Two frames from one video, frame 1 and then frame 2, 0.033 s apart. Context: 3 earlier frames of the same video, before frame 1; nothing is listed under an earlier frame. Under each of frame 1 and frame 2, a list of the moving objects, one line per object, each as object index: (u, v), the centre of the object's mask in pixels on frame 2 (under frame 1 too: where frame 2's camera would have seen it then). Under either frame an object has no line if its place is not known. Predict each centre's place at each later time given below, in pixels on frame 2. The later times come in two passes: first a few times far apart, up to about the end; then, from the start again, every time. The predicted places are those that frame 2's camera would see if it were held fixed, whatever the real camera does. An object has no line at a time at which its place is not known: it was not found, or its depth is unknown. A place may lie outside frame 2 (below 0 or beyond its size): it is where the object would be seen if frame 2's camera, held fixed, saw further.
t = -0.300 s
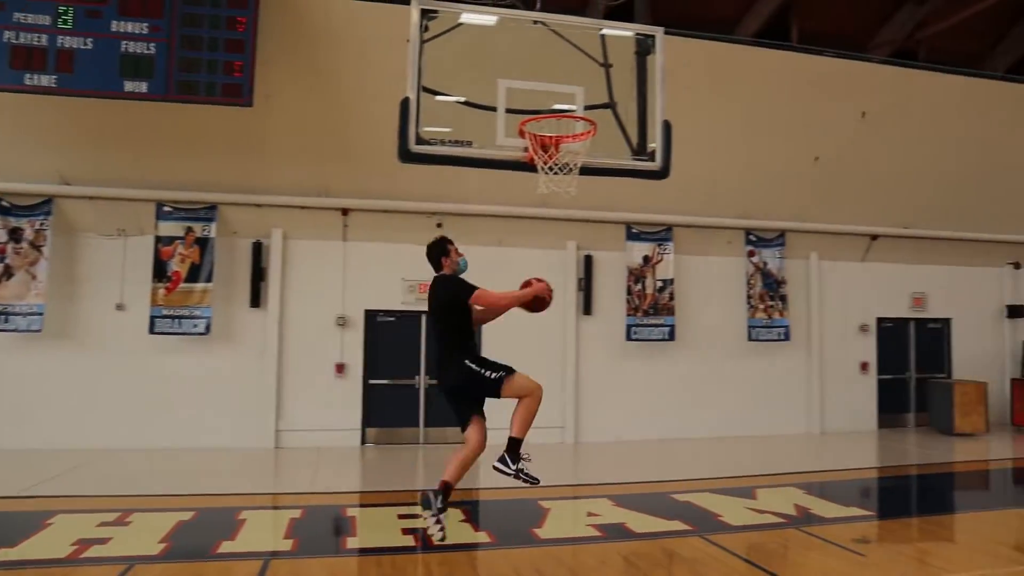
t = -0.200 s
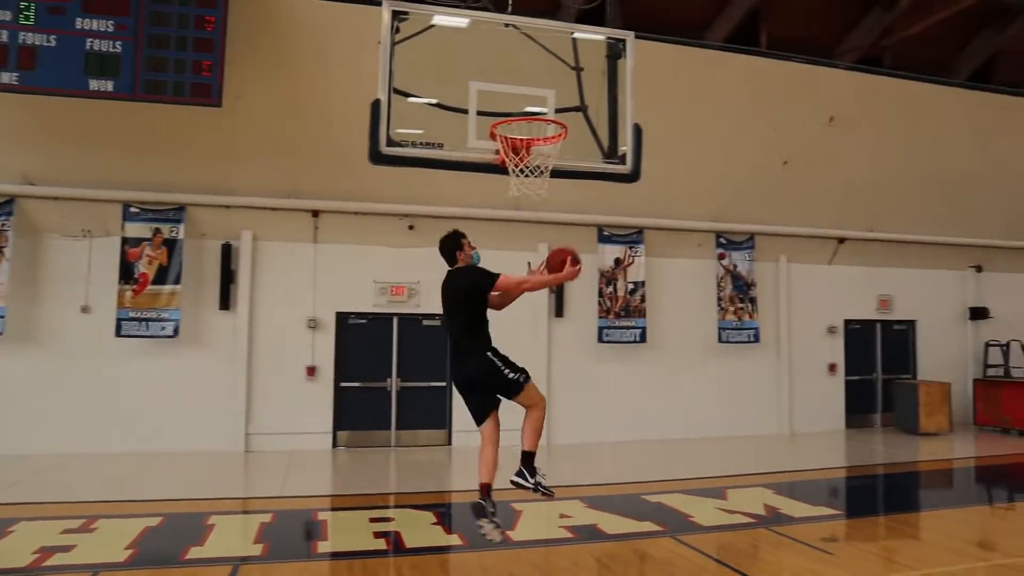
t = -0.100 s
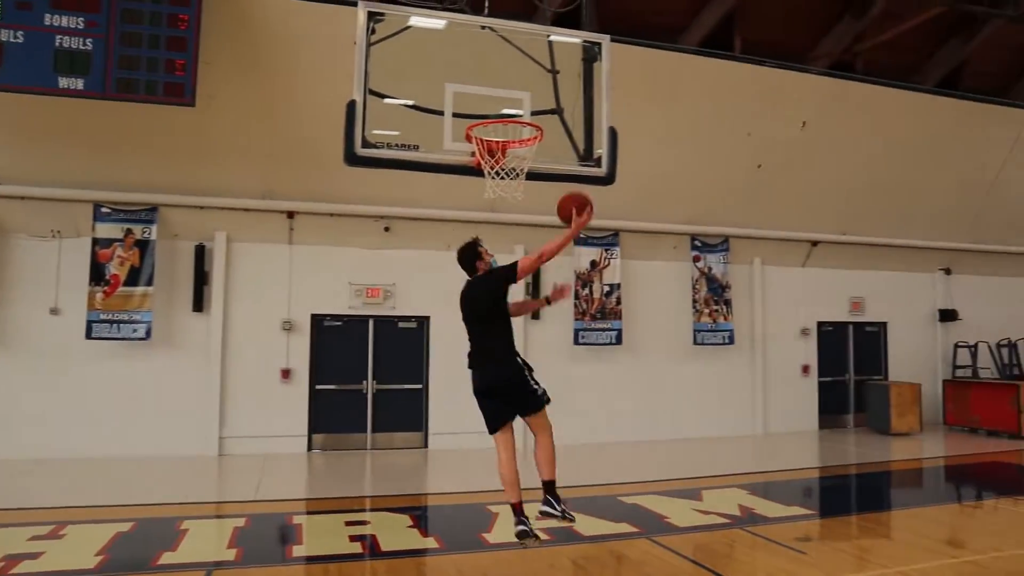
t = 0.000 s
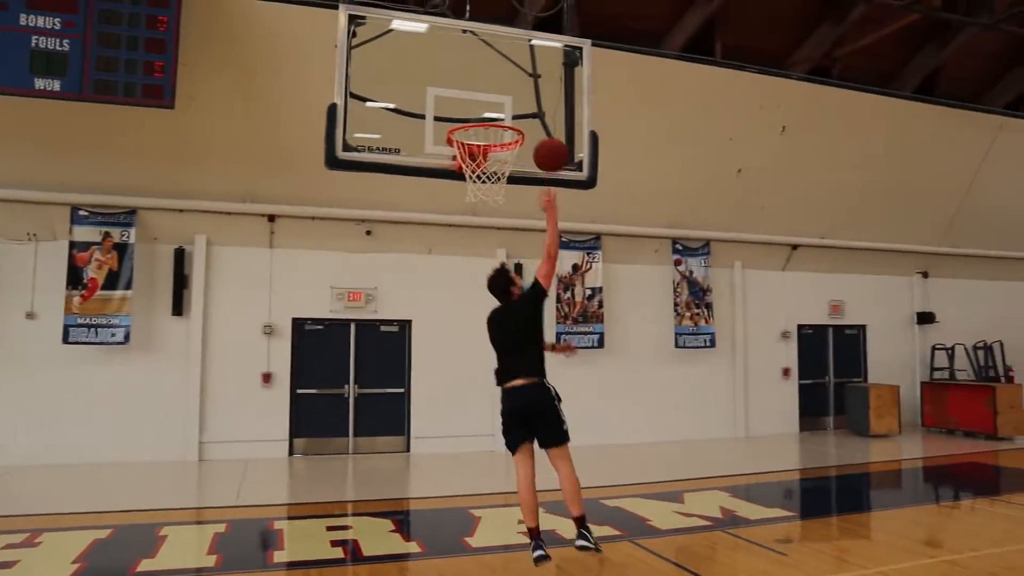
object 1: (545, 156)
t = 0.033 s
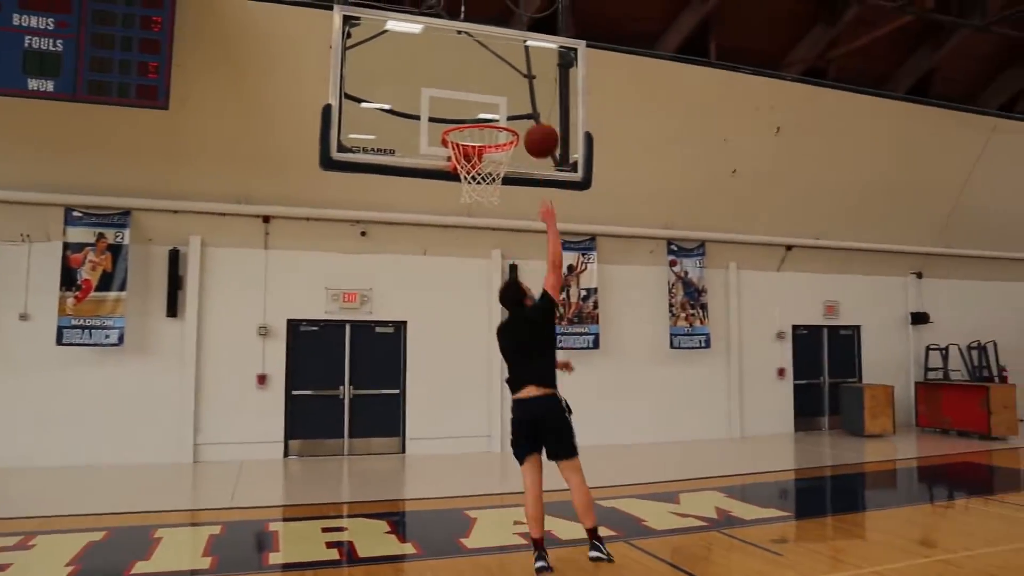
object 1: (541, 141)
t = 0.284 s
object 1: (507, 90)
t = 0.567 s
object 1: (453, 153)
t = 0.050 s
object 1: (539, 134)
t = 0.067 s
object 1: (537, 127)
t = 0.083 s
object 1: (535, 121)
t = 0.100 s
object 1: (533, 115)
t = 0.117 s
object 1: (531, 109)
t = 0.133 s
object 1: (529, 105)
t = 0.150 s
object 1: (527, 101)
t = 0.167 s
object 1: (525, 96)
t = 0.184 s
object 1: (523, 94)
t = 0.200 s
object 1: (520, 92)
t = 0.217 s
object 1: (517, 91)
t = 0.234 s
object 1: (514, 90)
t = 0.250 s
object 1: (512, 90)
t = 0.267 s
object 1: (510, 90)
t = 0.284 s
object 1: (507, 90)
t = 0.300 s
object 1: (504, 91)
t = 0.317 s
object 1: (502, 92)
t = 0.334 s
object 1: (499, 94)
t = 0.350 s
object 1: (496, 96)
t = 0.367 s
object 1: (493, 98)
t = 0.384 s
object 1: (490, 101)
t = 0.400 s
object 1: (488, 104)
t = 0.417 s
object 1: (485, 107)
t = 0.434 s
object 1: (481, 110)
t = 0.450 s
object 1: (478, 113)
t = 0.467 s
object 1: (475, 115)
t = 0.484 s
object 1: (471, 118)
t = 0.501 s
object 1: (467, 120)
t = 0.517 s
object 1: (473, 133)
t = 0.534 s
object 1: (468, 145)
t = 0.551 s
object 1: (458, 150)
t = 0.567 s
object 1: (453, 153)
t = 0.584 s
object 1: (458, 161)
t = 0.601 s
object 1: (458, 164)
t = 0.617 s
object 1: (458, 166)
